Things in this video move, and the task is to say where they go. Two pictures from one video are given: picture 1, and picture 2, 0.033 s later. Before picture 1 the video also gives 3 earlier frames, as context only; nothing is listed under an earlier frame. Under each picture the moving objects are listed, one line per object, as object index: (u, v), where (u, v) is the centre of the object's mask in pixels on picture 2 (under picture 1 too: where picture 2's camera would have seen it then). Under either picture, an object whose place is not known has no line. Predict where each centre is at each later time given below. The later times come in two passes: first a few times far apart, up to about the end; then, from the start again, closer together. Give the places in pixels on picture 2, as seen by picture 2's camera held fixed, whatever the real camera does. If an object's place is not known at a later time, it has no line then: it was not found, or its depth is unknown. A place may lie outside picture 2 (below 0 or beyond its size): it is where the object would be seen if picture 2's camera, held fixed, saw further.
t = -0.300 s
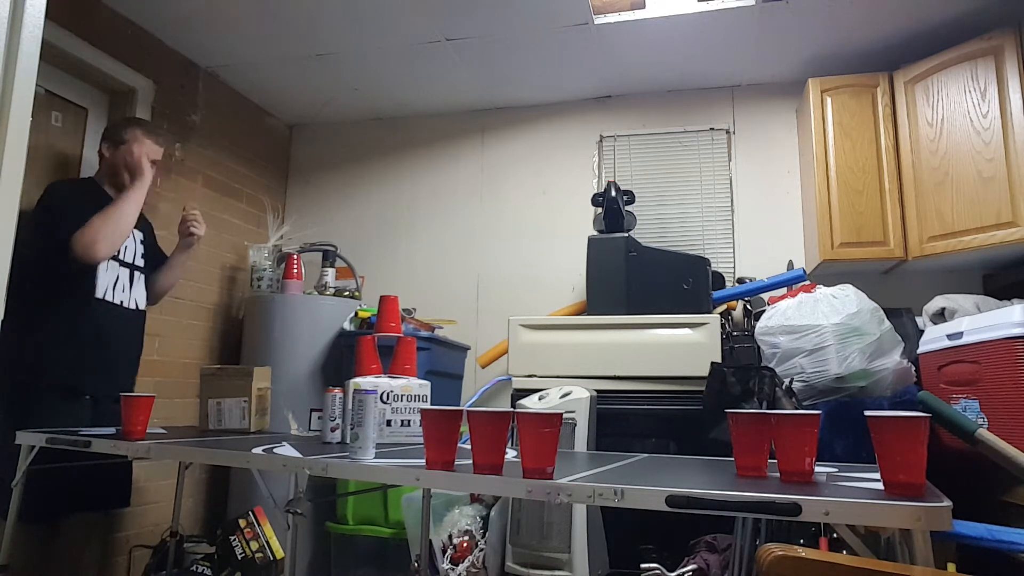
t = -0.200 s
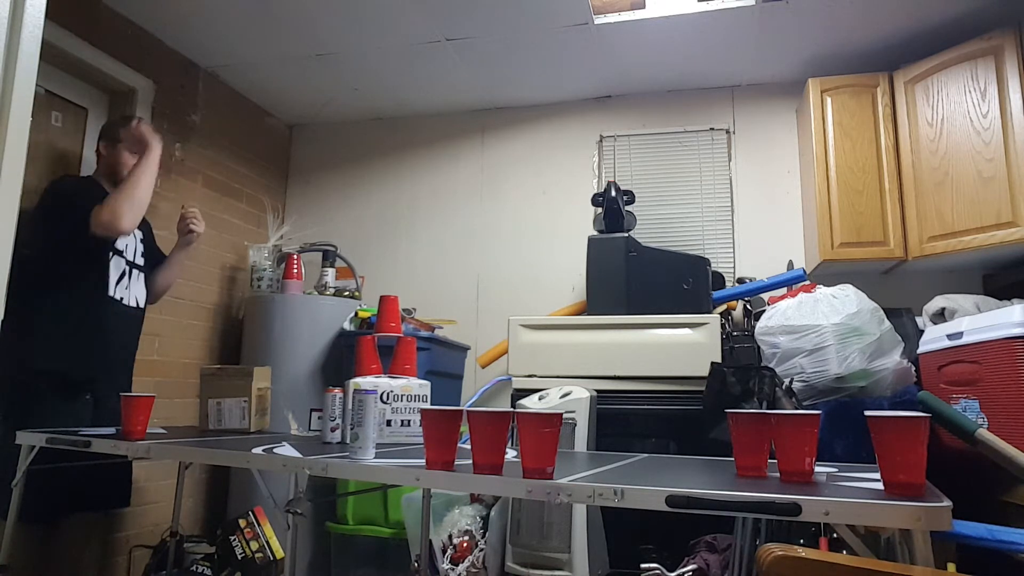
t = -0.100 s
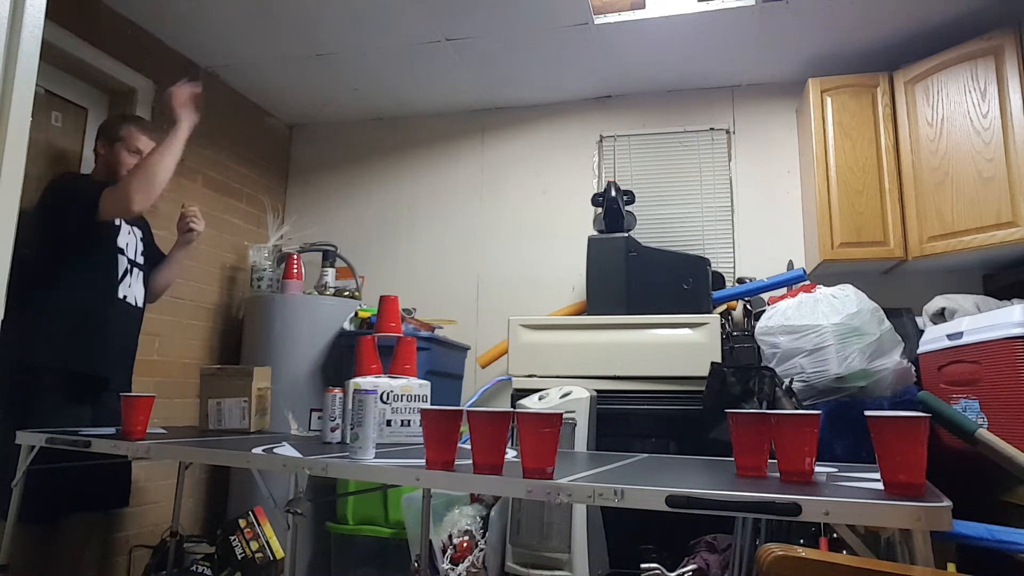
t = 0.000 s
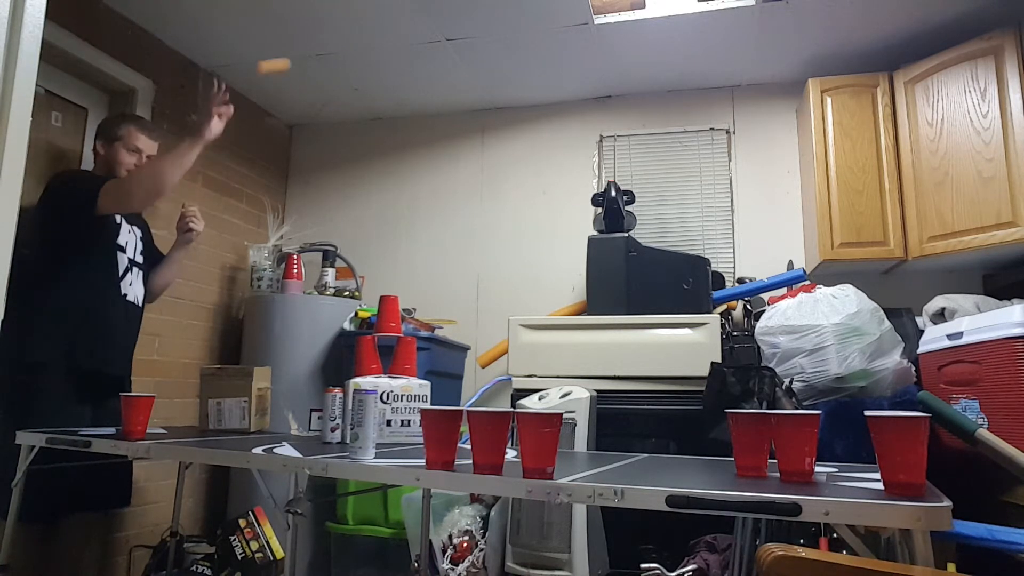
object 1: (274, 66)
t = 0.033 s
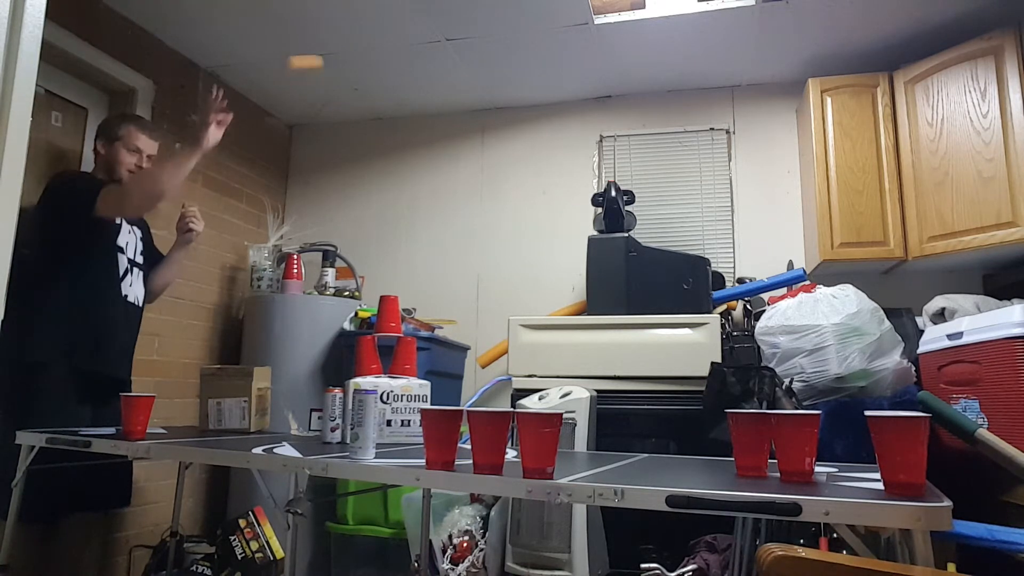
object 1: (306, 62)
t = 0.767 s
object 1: (706, 313)
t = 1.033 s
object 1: (592, 417)
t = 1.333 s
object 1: (514, 437)
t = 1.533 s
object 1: (467, 449)
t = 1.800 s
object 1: (419, 446)
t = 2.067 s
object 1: (381, 441)
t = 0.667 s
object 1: (753, 311)
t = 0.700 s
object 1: (738, 309)
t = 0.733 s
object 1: (721, 308)
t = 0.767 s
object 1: (706, 313)
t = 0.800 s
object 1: (689, 327)
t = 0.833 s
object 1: (672, 346)
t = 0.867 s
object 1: (656, 369)
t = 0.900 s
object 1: (640, 397)
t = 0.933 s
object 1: (624, 430)
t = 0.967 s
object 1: (609, 452)
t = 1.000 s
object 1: (600, 435)
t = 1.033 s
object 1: (592, 417)
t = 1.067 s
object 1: (582, 404)
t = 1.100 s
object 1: (572, 396)
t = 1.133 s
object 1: (565, 394)
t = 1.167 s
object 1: (557, 398)
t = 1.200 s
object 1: (548, 403)
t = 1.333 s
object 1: (514, 437)
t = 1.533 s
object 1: (467, 449)
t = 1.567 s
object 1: (465, 441)
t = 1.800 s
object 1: (419, 446)
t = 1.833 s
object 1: (417, 444)
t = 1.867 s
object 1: (411, 444)
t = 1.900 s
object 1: (405, 444)
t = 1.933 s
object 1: (400, 444)
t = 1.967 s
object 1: (395, 443)
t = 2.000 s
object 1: (389, 443)
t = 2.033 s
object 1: (384, 441)
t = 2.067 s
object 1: (381, 441)
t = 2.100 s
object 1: (379, 441)
